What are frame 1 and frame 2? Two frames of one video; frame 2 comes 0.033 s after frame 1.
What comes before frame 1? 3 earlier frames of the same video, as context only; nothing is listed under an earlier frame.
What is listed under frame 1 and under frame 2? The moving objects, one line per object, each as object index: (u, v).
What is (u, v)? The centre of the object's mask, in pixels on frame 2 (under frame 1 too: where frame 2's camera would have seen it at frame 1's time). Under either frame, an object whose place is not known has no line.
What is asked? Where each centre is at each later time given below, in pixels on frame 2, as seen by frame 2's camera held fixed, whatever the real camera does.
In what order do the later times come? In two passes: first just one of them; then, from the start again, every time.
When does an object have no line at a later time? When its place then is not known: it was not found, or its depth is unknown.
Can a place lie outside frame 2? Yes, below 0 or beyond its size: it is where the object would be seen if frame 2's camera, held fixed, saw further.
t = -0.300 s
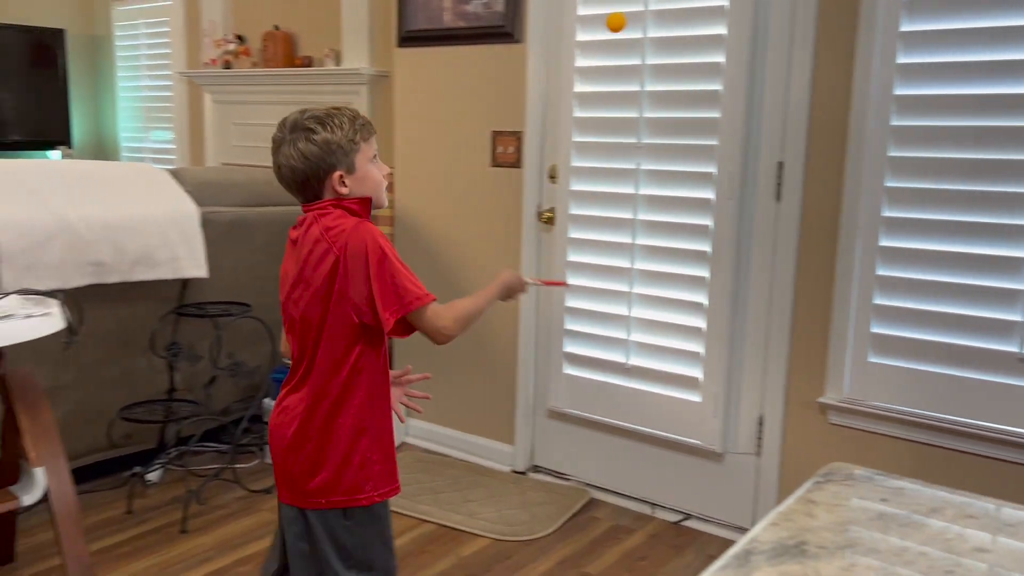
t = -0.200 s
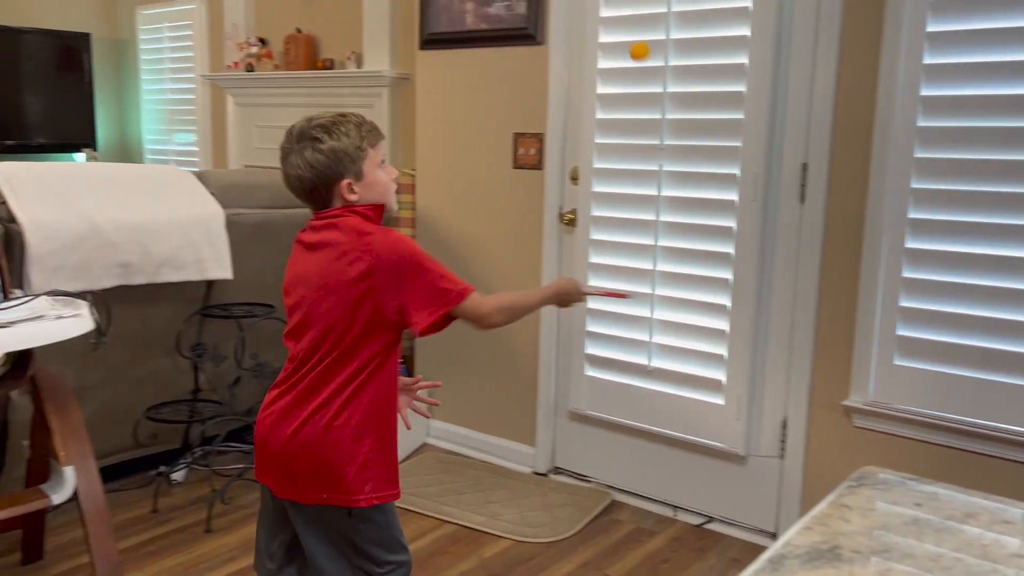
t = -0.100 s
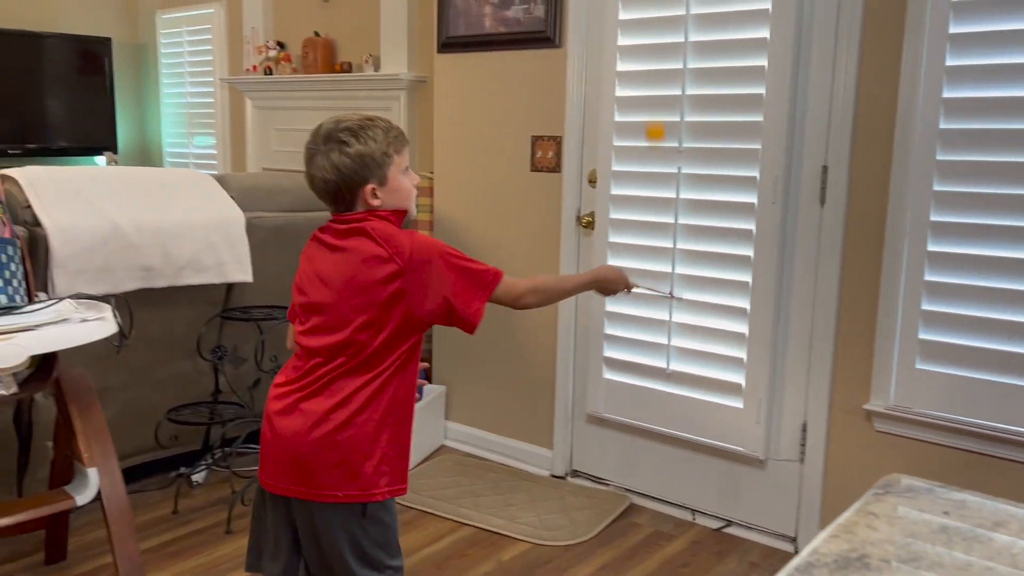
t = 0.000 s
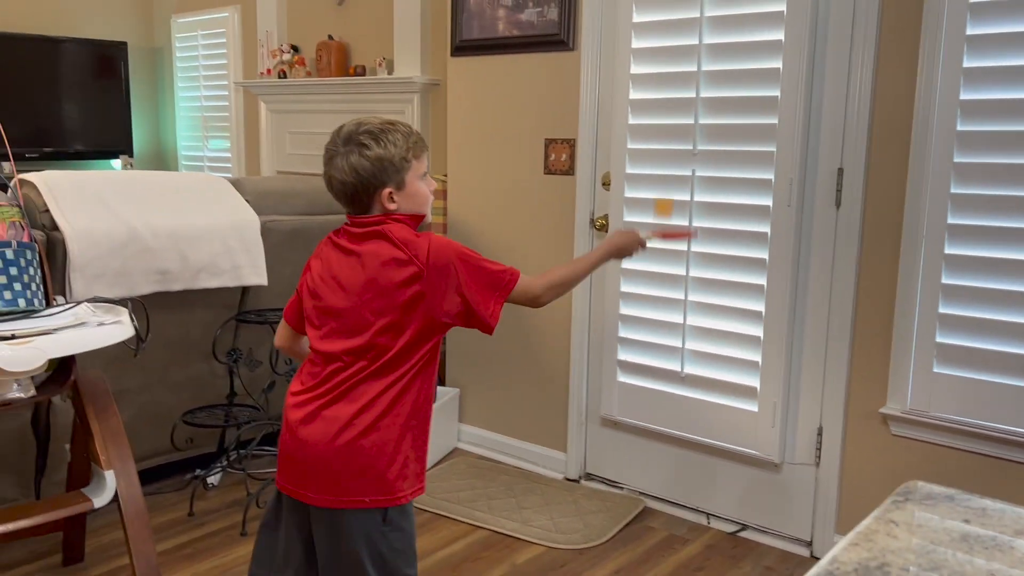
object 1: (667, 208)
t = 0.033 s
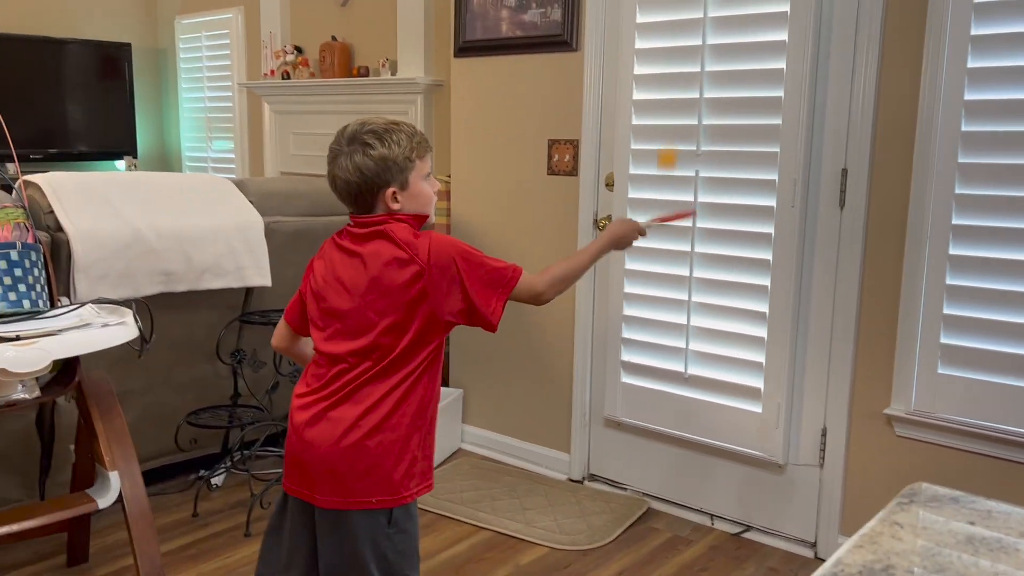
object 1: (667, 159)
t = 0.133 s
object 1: (668, 36)
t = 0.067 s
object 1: (668, 111)
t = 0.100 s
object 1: (668, 73)
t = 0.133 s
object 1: (668, 36)
